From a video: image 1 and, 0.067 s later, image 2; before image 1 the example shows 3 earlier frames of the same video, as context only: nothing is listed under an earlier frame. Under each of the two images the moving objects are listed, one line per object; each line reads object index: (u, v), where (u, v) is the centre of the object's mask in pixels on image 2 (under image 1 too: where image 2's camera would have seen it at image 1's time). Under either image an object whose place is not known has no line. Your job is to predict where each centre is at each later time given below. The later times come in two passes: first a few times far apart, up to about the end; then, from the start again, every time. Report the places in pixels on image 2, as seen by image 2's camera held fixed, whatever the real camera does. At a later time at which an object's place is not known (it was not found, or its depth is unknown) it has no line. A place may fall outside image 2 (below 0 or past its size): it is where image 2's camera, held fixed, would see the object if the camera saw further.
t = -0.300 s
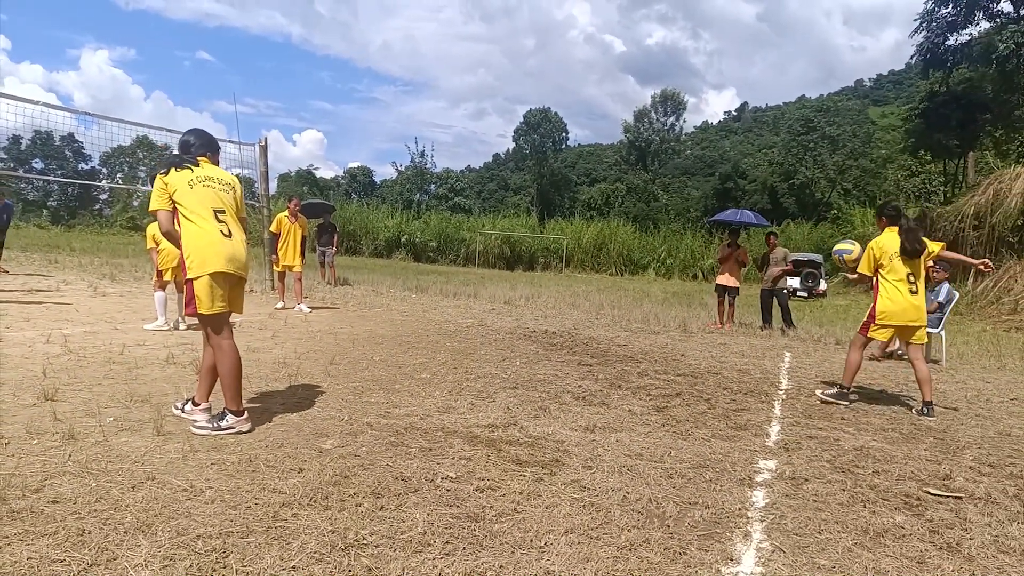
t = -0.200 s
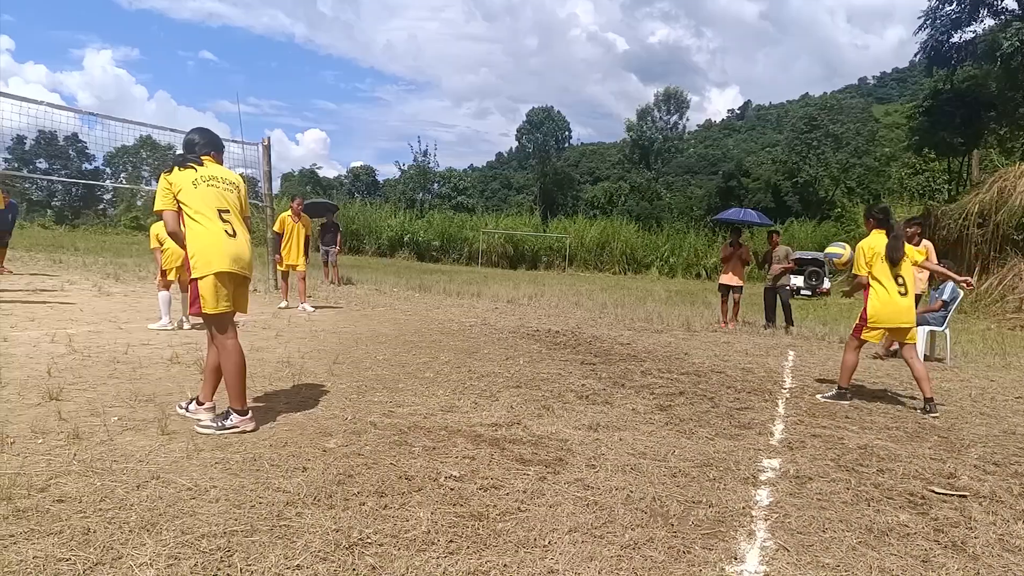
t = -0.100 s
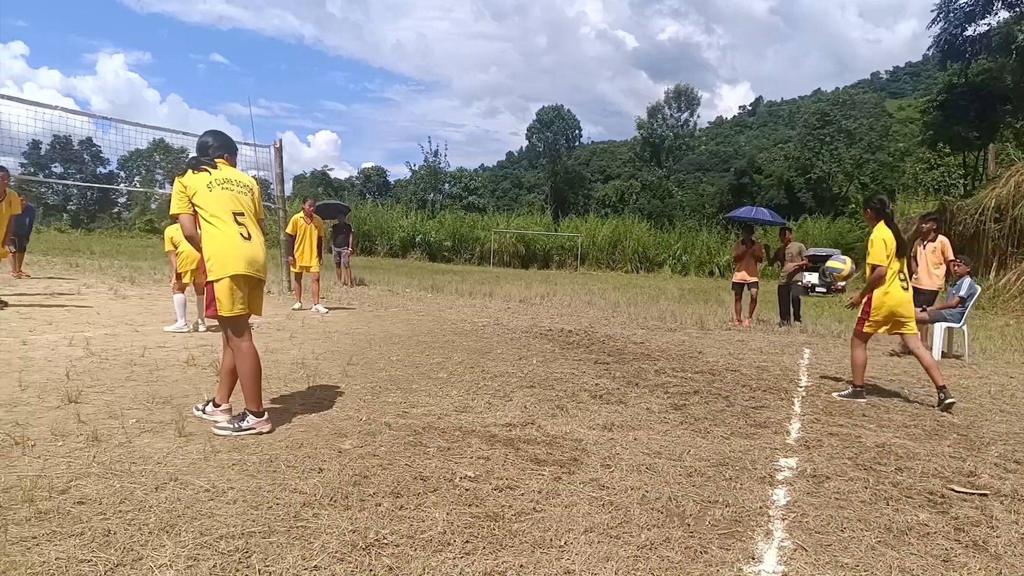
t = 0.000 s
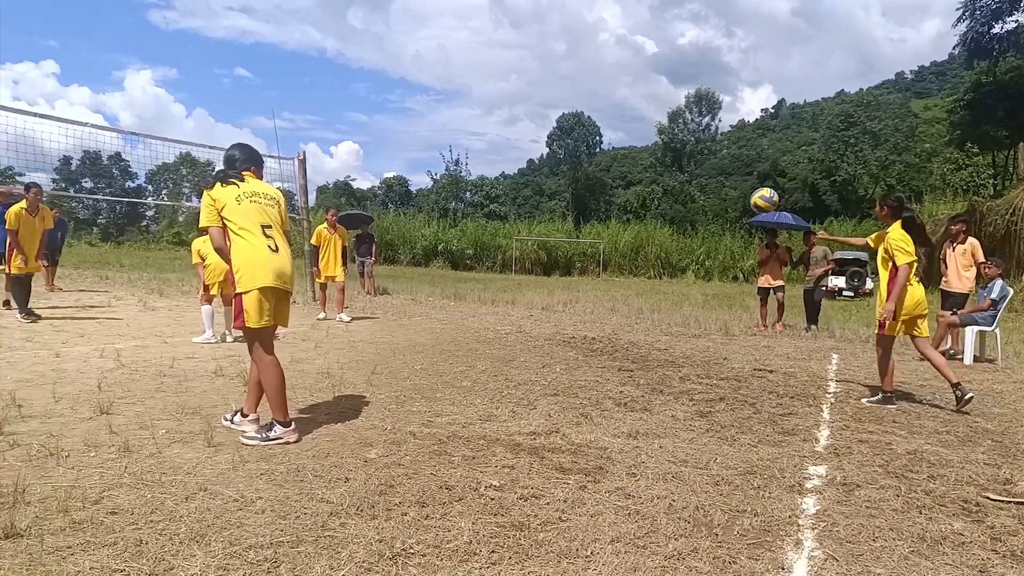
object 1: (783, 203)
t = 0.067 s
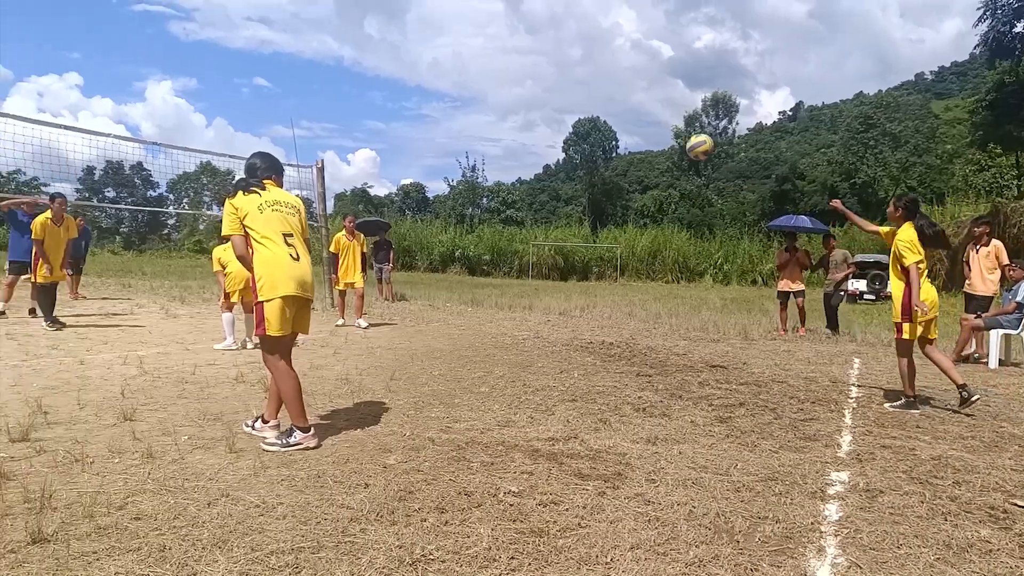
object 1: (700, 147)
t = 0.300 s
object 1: (443, 3)
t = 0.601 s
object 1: (181, -69)
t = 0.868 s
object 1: (-1, -48)
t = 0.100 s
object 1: (660, 121)
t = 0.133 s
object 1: (622, 97)
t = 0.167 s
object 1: (584, 76)
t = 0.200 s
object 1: (547, 55)
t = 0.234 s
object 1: (512, 36)
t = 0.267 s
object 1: (477, 19)
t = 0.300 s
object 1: (443, 3)
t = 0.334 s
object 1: (410, -13)
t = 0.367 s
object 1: (378, -25)
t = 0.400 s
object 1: (348, -35)
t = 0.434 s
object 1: (317, -45)
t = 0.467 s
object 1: (288, -53)
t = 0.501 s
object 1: (260, -58)
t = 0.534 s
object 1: (234, -62)
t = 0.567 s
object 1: (207, -67)
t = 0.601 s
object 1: (181, -69)
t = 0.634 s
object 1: (156, -70)
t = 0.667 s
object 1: (132, -70)
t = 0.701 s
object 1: (108, -69)
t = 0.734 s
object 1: (85, -67)
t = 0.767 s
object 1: (62, -63)
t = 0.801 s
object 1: (40, -59)
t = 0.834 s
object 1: (19, -54)
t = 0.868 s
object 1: (-1, -48)
